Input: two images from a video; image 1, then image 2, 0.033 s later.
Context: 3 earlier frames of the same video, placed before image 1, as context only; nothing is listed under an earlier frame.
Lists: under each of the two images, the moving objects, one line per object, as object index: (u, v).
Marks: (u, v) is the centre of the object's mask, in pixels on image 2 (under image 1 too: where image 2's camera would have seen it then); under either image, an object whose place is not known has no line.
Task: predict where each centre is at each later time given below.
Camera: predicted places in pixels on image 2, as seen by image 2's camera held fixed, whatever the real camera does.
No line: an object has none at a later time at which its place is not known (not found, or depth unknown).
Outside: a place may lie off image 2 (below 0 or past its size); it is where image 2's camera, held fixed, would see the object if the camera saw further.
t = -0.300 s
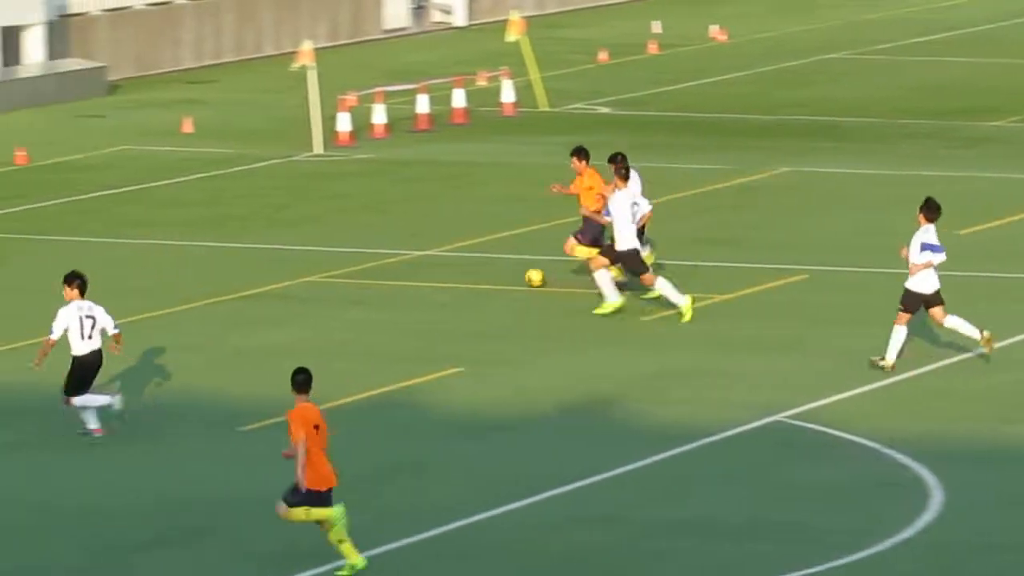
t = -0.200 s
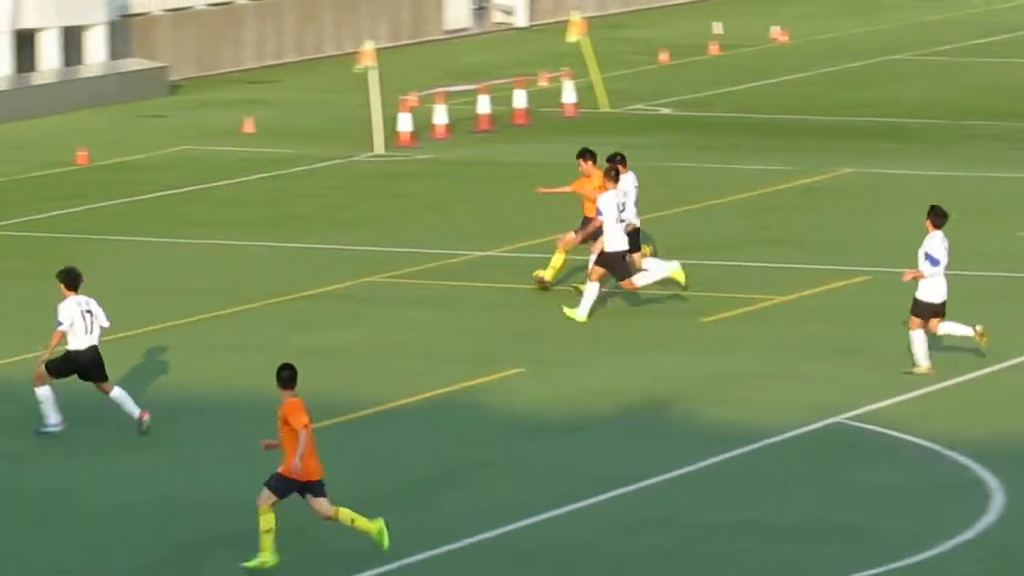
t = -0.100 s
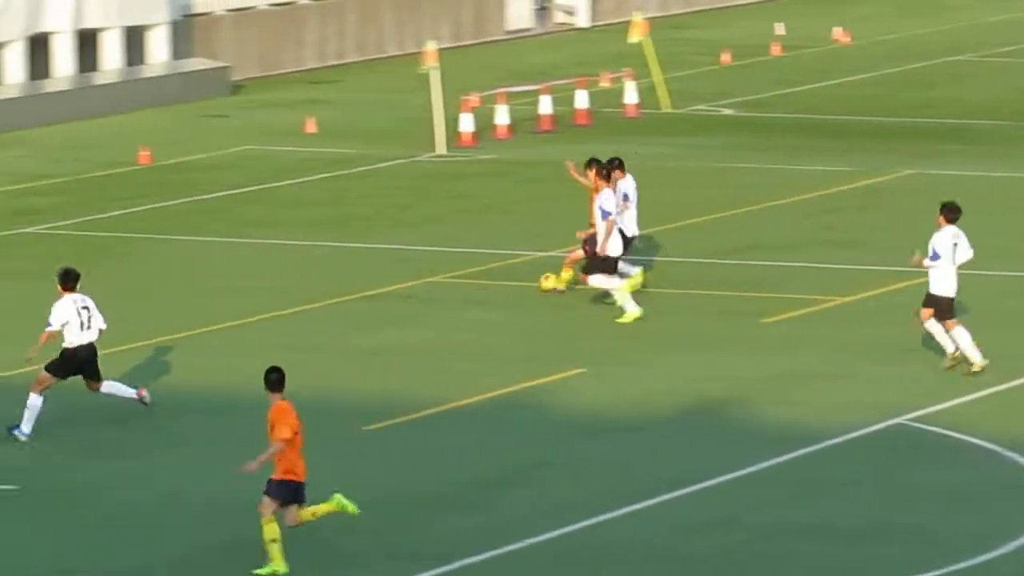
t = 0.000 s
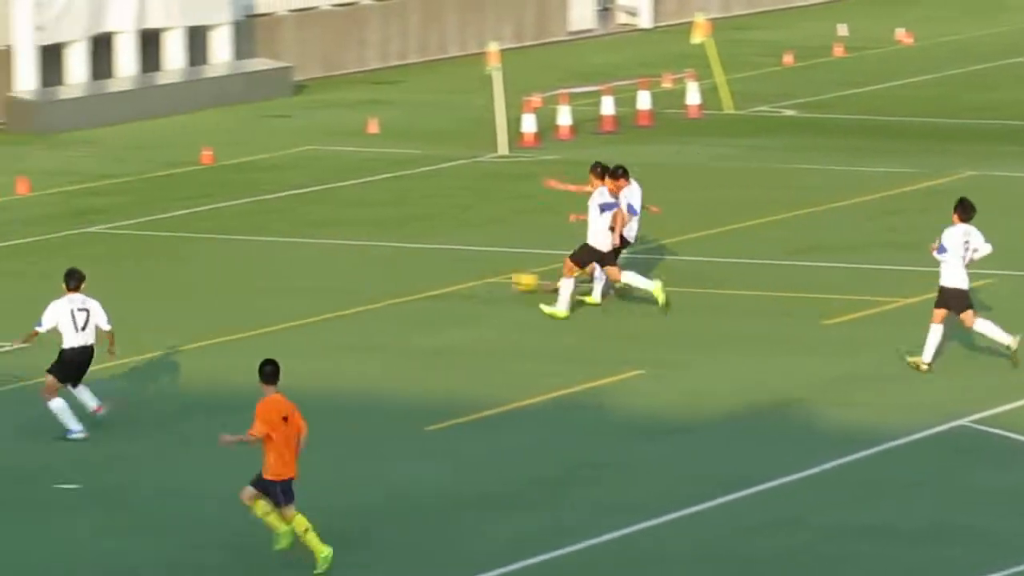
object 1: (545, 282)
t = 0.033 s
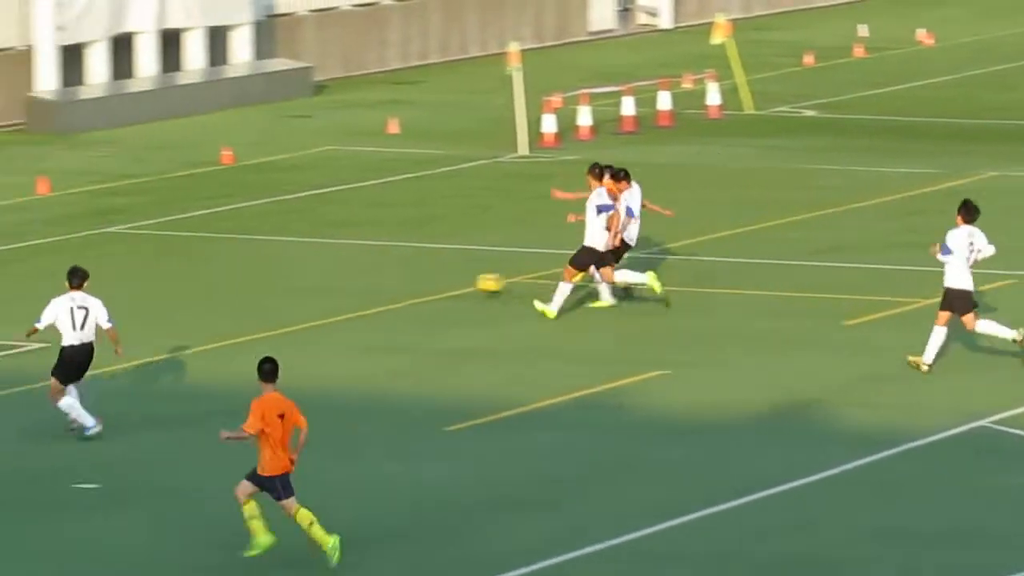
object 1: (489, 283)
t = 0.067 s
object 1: (434, 285)
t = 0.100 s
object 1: (379, 286)
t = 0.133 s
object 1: (323, 290)
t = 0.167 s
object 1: (268, 293)
